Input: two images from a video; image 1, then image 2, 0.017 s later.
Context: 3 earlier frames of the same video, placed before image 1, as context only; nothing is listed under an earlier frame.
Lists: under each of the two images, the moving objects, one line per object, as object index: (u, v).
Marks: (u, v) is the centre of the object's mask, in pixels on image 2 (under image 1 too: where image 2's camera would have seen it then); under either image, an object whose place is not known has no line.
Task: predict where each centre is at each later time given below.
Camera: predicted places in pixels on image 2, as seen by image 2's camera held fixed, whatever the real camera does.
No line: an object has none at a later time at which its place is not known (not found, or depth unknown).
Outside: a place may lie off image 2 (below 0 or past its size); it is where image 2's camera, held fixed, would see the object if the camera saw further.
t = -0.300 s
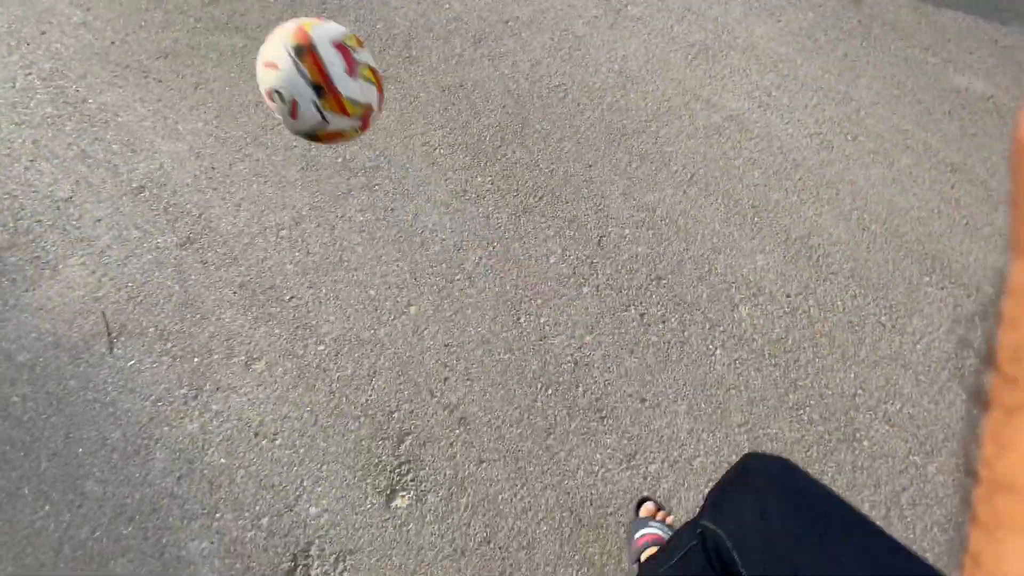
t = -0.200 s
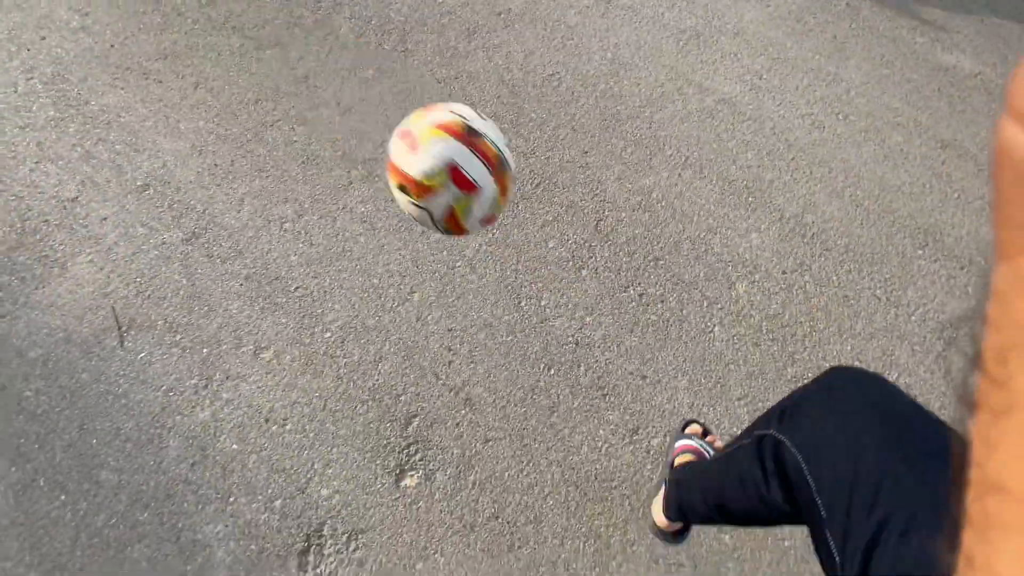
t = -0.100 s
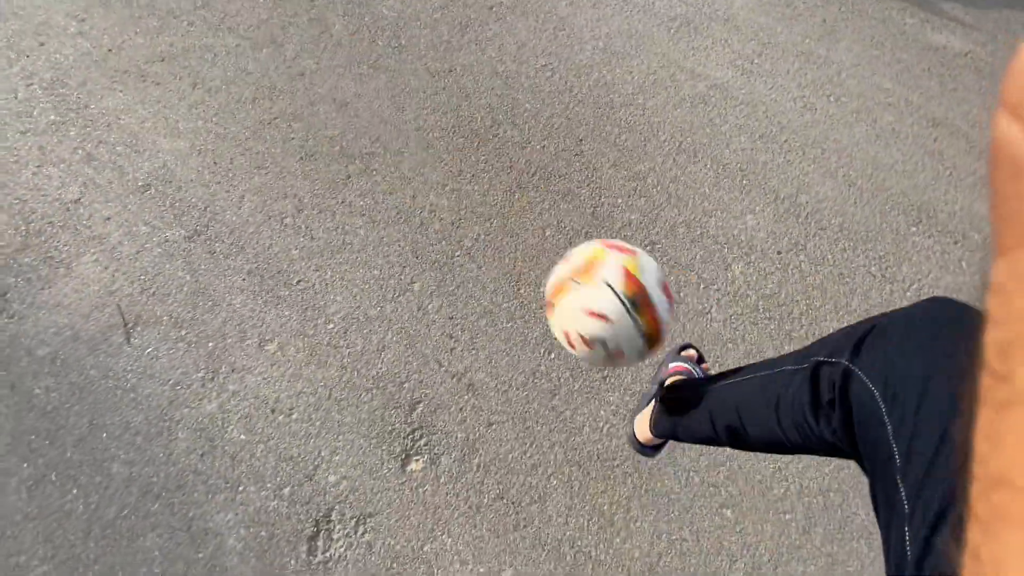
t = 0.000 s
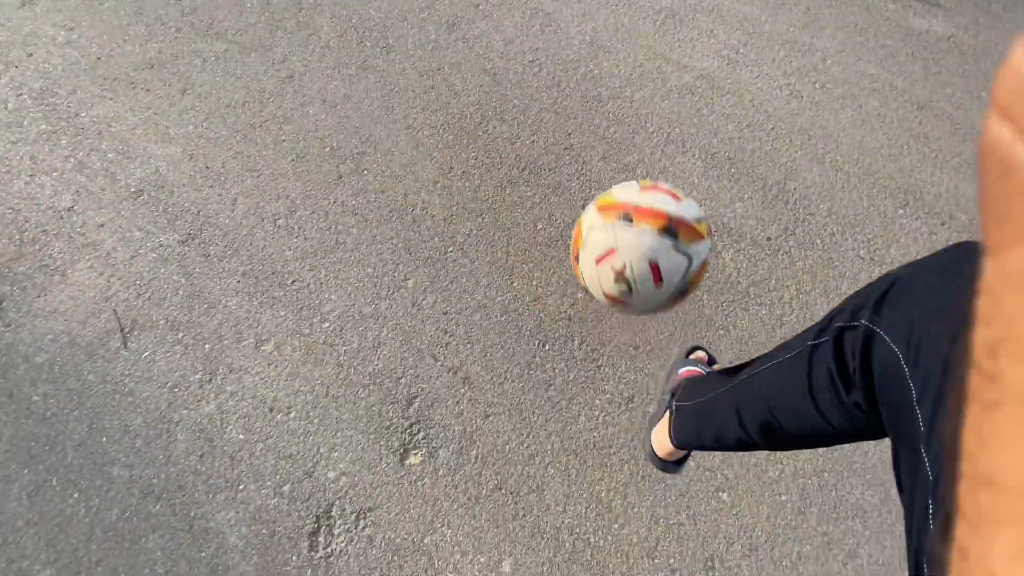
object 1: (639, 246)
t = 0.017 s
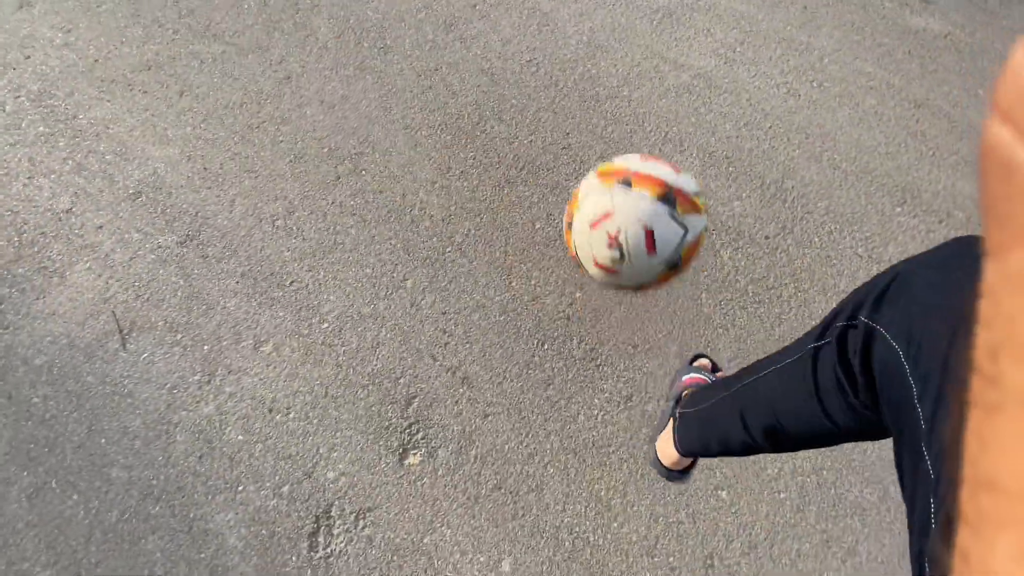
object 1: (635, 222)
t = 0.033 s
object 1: (631, 198)
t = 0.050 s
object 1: (627, 175)
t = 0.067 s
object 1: (623, 154)
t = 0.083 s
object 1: (618, 133)
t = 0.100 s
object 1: (613, 112)
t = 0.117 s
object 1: (608, 93)
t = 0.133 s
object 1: (603, 75)
